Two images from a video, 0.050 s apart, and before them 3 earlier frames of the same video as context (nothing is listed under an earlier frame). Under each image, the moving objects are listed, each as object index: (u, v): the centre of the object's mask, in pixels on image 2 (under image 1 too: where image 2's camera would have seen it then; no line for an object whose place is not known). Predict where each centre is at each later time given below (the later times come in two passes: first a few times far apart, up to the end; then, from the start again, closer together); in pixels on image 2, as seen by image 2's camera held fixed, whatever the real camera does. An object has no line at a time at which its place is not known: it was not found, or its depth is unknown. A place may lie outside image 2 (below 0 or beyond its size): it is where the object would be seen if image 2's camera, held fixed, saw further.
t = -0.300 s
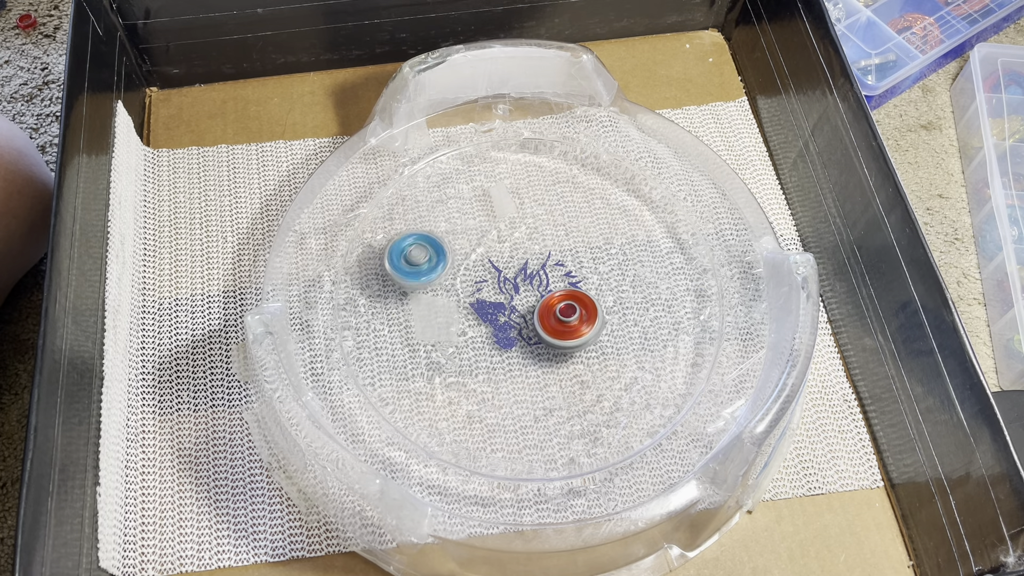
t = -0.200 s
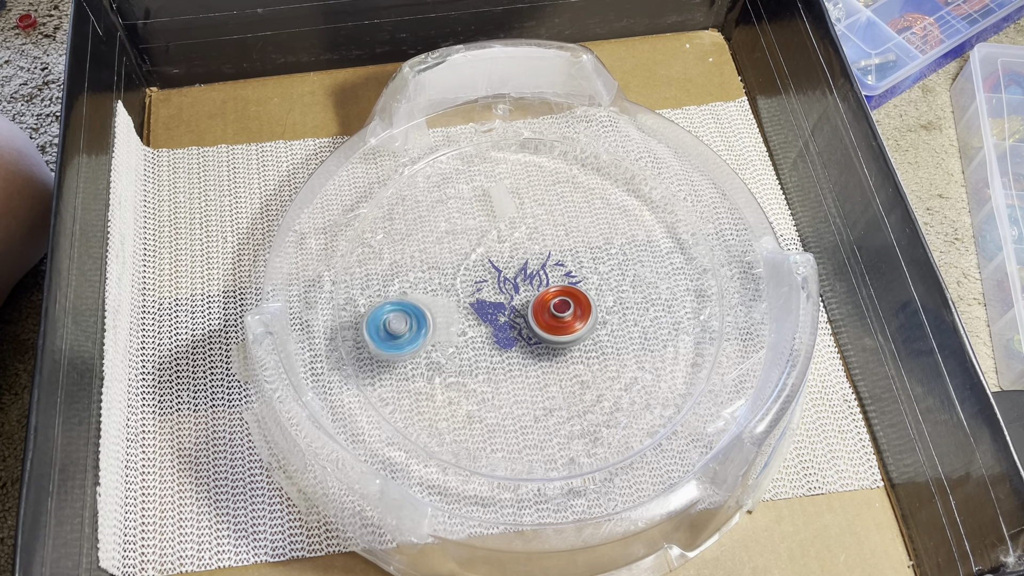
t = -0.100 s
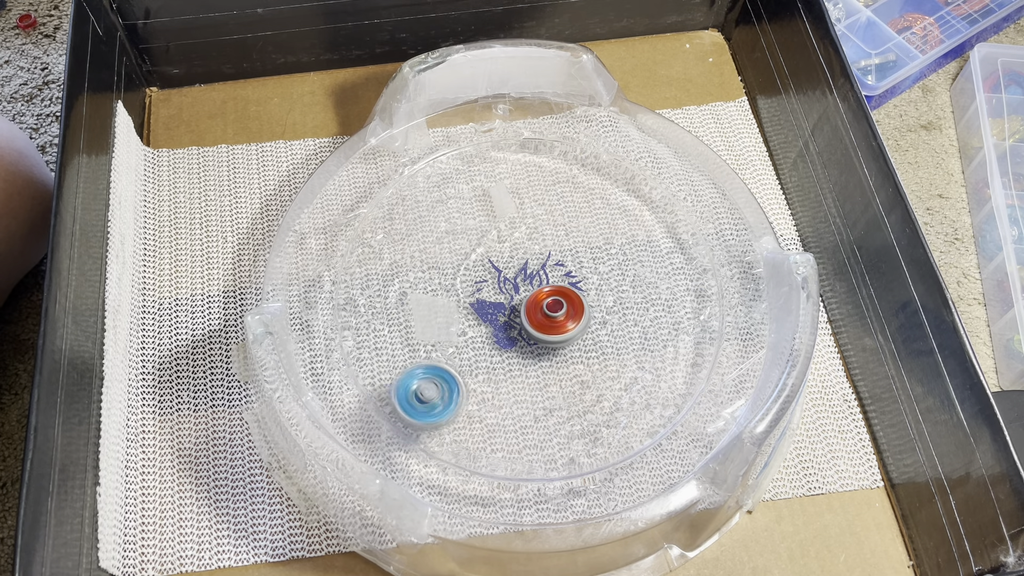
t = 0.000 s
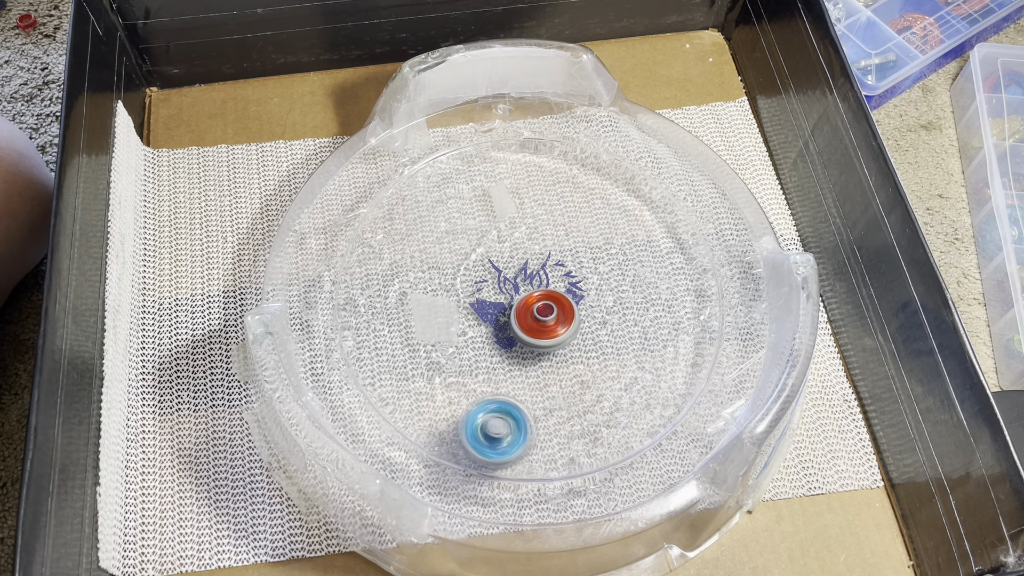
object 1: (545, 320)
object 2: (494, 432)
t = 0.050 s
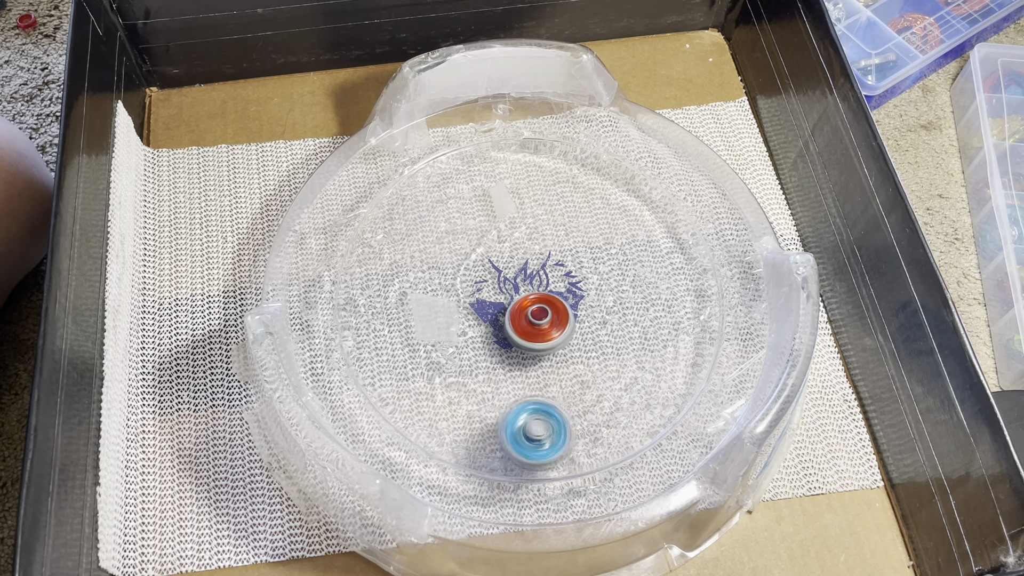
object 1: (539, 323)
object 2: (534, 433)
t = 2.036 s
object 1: (498, 265)
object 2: (537, 383)
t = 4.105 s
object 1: (550, 323)
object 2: (572, 397)
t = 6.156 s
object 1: (495, 265)
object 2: (577, 346)
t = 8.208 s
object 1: (582, 355)
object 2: (522, 319)
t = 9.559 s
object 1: (512, 235)
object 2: (573, 355)
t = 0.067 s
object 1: (538, 324)
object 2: (548, 430)
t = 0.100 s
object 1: (534, 326)
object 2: (573, 423)
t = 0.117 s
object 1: (532, 327)
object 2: (585, 417)
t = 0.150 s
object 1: (530, 330)
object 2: (605, 401)
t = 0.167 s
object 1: (528, 331)
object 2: (615, 393)
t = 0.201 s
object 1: (526, 332)
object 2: (629, 372)
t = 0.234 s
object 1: (523, 333)
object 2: (639, 348)
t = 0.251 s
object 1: (522, 334)
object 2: (640, 336)
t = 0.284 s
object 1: (521, 335)
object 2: (640, 312)
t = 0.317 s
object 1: (519, 334)
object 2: (633, 289)
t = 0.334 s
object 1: (518, 334)
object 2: (628, 278)
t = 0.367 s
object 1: (517, 333)
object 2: (615, 257)
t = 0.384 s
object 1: (517, 333)
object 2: (606, 248)
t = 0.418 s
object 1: (516, 332)
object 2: (587, 231)
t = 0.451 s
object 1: (514, 330)
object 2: (565, 217)
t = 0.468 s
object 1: (514, 330)
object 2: (554, 211)
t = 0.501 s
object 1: (512, 328)
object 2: (529, 204)
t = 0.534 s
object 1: (509, 327)
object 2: (504, 199)
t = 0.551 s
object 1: (508, 326)
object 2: (491, 198)
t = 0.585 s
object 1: (505, 325)
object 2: (467, 201)
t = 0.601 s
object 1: (504, 324)
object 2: (455, 204)
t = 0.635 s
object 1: (502, 323)
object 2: (433, 211)
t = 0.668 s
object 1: (500, 322)
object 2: (413, 224)
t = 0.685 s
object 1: (498, 321)
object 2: (405, 231)
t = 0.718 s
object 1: (496, 319)
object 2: (390, 250)
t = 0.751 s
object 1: (494, 318)
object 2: (380, 270)
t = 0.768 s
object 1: (493, 318)
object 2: (378, 280)
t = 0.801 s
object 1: (491, 316)
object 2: (376, 302)
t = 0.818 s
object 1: (489, 316)
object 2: (376, 314)
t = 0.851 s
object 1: (488, 314)
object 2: (383, 335)
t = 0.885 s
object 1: (486, 312)
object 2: (396, 354)
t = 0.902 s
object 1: (485, 312)
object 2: (404, 363)
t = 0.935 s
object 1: (483, 310)
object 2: (425, 379)
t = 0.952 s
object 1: (482, 309)
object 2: (436, 387)
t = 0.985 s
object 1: (480, 307)
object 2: (462, 396)
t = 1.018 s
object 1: (479, 306)
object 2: (489, 400)
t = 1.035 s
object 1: (478, 305)
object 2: (503, 401)
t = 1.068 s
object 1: (477, 303)
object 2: (530, 398)
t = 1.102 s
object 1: (476, 301)
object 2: (556, 390)
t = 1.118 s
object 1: (476, 301)
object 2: (568, 383)
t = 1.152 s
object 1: (475, 299)
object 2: (589, 368)
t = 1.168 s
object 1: (475, 298)
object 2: (598, 359)
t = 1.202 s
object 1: (474, 297)
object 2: (612, 338)
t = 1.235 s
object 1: (474, 295)
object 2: (622, 317)
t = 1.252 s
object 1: (473, 294)
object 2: (623, 306)
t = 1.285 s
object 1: (473, 293)
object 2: (625, 283)
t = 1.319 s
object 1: (472, 292)
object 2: (620, 260)
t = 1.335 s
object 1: (472, 291)
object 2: (617, 251)
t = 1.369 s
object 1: (472, 290)
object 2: (606, 229)
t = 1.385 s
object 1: (472, 289)
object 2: (599, 221)
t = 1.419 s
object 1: (472, 288)
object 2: (584, 204)
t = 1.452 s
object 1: (472, 287)
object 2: (564, 191)
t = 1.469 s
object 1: (472, 287)
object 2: (554, 186)
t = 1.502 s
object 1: (473, 286)
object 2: (532, 178)
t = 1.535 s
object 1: (474, 285)
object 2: (510, 175)
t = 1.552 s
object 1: (474, 285)
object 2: (499, 175)
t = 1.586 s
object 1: (475, 284)
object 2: (476, 177)
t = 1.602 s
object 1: (476, 284)
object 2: (466, 181)
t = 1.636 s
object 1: (477, 283)
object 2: (445, 190)
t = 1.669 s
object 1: (478, 282)
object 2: (428, 203)
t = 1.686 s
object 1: (479, 282)
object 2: (421, 212)
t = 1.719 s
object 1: (481, 282)
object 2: (410, 231)
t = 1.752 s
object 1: (482, 281)
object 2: (404, 252)
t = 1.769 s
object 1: (483, 281)
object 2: (401, 263)
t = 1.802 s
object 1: (485, 279)
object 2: (402, 286)
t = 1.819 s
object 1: (486, 278)
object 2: (405, 297)
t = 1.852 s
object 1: (487, 277)
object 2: (414, 319)
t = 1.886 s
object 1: (489, 275)
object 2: (429, 339)
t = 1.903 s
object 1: (490, 274)
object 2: (438, 349)
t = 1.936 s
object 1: (492, 272)
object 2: (458, 363)
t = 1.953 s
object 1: (493, 270)
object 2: (470, 369)
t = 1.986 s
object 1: (495, 268)
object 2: (496, 377)
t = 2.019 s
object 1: (497, 266)
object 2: (523, 383)
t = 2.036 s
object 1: (498, 265)
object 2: (537, 383)
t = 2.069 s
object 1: (500, 263)
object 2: (562, 379)
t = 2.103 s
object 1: (503, 262)
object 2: (587, 371)
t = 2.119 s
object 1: (504, 261)
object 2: (598, 365)
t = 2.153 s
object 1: (506, 259)
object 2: (619, 351)
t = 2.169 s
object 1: (507, 258)
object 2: (627, 344)
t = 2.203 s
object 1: (509, 257)
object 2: (641, 326)
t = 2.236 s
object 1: (511, 255)
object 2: (649, 306)
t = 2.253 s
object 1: (512, 255)
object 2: (651, 295)
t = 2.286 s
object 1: (514, 253)
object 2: (652, 275)
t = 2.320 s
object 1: (516, 252)
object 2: (648, 254)
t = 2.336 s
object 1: (517, 251)
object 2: (643, 244)
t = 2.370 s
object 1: (519, 250)
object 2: (633, 227)
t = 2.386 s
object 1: (520, 250)
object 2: (626, 219)
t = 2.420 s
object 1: (522, 249)
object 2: (609, 206)
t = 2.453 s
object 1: (523, 249)
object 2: (589, 195)
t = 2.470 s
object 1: (524, 249)
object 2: (579, 192)
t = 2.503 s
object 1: (526, 249)
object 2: (557, 187)
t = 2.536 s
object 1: (528, 249)
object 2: (534, 187)
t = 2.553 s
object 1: (528, 253)
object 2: (524, 186)
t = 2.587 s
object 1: (528, 259)
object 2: (503, 187)
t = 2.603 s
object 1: (528, 261)
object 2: (492, 190)
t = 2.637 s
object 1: (528, 266)
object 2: (473, 199)
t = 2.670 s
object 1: (529, 270)
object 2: (457, 212)
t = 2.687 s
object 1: (530, 271)
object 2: (449, 220)
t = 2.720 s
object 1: (532, 273)
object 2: (437, 238)
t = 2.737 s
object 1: (533, 274)
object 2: (432, 247)
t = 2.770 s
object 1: (537, 275)
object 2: (426, 268)
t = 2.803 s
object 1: (540, 275)
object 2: (425, 288)
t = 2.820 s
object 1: (542, 275)
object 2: (425, 301)
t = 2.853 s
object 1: (545, 276)
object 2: (431, 320)
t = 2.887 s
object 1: (548, 276)
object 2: (442, 340)
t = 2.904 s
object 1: (549, 277)
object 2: (448, 350)
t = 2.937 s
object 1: (551, 278)
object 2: (465, 366)
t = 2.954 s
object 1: (553, 278)
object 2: (476, 372)
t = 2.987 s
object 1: (555, 279)
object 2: (498, 384)
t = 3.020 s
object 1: (557, 280)
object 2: (521, 389)
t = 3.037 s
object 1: (558, 281)
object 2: (534, 391)
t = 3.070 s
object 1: (560, 282)
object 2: (559, 392)
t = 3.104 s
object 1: (562, 282)
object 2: (582, 387)
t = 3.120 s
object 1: (562, 283)
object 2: (593, 383)
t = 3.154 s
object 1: (564, 283)
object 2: (613, 371)
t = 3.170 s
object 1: (564, 284)
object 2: (622, 365)
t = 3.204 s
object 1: (566, 285)
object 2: (636, 349)
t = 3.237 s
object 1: (567, 286)
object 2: (646, 331)
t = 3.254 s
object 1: (567, 286)
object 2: (649, 321)
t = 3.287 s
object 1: (568, 287)
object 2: (651, 302)
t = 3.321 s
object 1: (569, 288)
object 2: (648, 283)
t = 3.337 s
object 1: (569, 289)
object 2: (644, 273)
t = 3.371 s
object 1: (570, 289)
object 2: (633, 256)
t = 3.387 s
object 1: (570, 290)
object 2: (627, 249)
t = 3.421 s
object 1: (570, 291)
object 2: (612, 234)
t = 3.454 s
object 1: (570, 292)
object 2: (593, 223)
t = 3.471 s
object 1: (570, 293)
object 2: (583, 219)
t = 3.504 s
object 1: (571, 294)
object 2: (562, 213)
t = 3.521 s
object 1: (570, 294)
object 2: (552, 212)
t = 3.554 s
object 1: (570, 296)
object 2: (528, 211)
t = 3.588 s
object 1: (569, 297)
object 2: (507, 215)
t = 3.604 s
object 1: (569, 298)
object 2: (496, 218)
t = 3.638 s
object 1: (569, 299)
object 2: (477, 227)
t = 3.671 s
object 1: (568, 301)
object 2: (460, 240)
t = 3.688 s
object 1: (568, 301)
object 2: (452, 247)
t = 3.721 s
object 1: (567, 303)
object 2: (440, 263)
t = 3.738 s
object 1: (566, 304)
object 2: (435, 272)
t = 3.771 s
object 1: (565, 305)
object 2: (427, 291)
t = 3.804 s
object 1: (564, 307)
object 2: (425, 311)
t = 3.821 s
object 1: (563, 308)
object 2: (427, 320)
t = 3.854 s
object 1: (562, 309)
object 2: (430, 341)
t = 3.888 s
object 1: (561, 311)
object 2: (440, 359)
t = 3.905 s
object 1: (560, 312)
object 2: (446, 367)
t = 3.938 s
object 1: (558, 314)
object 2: (462, 382)
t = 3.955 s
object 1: (558, 315)
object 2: (472, 389)
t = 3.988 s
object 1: (556, 317)
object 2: (493, 398)
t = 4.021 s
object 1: (554, 318)
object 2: (515, 403)
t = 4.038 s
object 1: (553, 319)
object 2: (527, 405)
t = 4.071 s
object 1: (552, 321)
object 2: (549, 403)
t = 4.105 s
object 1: (550, 323)
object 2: (572, 397)
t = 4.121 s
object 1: (549, 324)
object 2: (581, 393)
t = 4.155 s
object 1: (548, 325)
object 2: (599, 381)
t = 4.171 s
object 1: (547, 326)
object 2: (606, 374)
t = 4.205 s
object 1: (545, 327)
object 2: (618, 357)
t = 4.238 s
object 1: (543, 328)
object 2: (626, 337)
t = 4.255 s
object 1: (542, 329)
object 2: (627, 328)
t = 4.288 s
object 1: (541, 330)
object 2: (626, 309)
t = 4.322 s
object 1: (539, 331)
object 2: (620, 290)
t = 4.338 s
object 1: (538, 331)
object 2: (616, 281)
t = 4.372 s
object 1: (536, 332)
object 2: (606, 264)
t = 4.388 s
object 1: (535, 333)
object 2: (599, 257)
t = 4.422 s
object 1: (533, 333)
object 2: (584, 244)
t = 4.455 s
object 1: (532, 334)
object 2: (566, 233)
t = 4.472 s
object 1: (531, 334)
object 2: (555, 229)
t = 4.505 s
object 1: (529, 334)
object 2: (535, 222)
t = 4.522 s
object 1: (528, 334)
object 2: (524, 220)
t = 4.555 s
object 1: (527, 334)
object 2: (503, 219)
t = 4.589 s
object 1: (525, 334)
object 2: (482, 222)
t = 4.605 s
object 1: (524, 333)
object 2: (473, 225)
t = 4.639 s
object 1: (522, 333)
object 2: (454, 233)
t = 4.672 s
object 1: (520, 333)
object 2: (438, 243)
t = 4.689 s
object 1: (519, 333)
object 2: (431, 251)
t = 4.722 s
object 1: (518, 333)
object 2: (420, 265)
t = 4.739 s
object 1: (517, 333)
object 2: (416, 274)
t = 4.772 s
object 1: (515, 332)
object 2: (410, 292)
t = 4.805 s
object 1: (513, 332)
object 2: (409, 310)
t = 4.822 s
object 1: (513, 331)
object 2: (410, 319)
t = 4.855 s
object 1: (511, 331)
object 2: (417, 337)
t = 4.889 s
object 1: (509, 330)
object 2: (428, 353)
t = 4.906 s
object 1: (508, 330)
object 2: (435, 361)
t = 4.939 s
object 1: (507, 328)
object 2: (451, 374)
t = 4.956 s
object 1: (509, 326)
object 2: (458, 382)
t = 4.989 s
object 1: (513, 322)
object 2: (476, 392)
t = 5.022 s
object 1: (516, 320)
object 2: (495, 399)
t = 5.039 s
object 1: (518, 320)
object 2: (506, 401)
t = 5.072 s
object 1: (519, 320)
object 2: (529, 400)
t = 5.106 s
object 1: (520, 322)
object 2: (549, 396)
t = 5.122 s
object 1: (519, 322)
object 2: (559, 392)
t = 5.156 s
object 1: (519, 323)
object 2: (576, 381)
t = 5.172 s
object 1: (518, 324)
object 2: (584, 374)
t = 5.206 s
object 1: (517, 324)
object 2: (597, 359)
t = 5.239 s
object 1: (516, 323)
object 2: (605, 341)
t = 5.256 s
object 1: (515, 322)
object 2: (608, 332)
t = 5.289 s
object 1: (514, 320)
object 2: (608, 314)
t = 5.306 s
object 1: (514, 319)
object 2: (607, 304)
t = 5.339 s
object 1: (513, 316)
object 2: (603, 287)
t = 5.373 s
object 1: (512, 313)
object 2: (595, 269)
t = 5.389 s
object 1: (511, 312)
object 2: (589, 261)
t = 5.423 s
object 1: (510, 308)
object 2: (576, 247)
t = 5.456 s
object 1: (509, 305)
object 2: (560, 236)
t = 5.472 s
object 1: (508, 304)
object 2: (551, 230)
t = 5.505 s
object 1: (507, 300)
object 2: (533, 223)
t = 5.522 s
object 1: (507, 299)
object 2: (523, 220)
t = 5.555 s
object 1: (505, 296)
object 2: (504, 217)
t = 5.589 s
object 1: (504, 294)
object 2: (484, 217)
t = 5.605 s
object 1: (503, 292)
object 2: (474, 219)
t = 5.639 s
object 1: (502, 290)
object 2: (457, 225)
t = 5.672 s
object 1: (501, 287)
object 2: (440, 234)
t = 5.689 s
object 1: (501, 286)
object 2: (433, 240)
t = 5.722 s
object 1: (500, 283)
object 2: (422, 253)
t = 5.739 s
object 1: (500, 282)
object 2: (417, 261)
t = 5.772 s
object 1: (499, 280)
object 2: (411, 277)
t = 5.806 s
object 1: (499, 278)
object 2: (411, 294)
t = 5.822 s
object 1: (498, 277)
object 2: (412, 303)
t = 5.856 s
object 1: (498, 275)
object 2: (417, 321)
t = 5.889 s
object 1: (497, 273)
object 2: (427, 337)
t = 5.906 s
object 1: (496, 272)
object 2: (433, 345)
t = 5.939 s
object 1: (496, 270)
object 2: (450, 357)
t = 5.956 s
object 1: (495, 270)
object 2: (459, 362)
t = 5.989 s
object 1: (495, 269)
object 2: (480, 368)
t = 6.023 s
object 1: (495, 267)
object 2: (501, 372)
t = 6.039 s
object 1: (494, 267)
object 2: (512, 371)
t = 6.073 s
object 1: (494, 266)
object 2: (532, 369)
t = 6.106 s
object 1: (494, 266)
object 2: (552, 362)
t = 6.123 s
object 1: (494, 266)
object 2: (561, 357)
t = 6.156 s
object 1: (495, 265)
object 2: (577, 346)
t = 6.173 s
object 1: (495, 265)
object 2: (584, 339)
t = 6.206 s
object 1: (495, 265)
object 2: (595, 324)
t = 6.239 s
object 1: (496, 265)
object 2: (603, 308)
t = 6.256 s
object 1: (496, 265)
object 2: (605, 299)
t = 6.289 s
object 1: (497, 265)
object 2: (606, 282)
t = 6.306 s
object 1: (497, 265)
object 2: (605, 273)
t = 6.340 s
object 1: (498, 265)
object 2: (600, 257)
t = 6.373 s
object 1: (499, 266)
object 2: (592, 242)
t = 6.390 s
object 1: (500, 266)
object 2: (588, 234)
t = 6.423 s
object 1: (501, 266)
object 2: (574, 222)
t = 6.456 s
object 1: (502, 266)
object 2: (559, 211)
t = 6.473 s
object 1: (503, 266)
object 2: (551, 208)
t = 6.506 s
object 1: (504, 266)
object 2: (534, 203)
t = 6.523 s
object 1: (505, 267)
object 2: (524, 202)
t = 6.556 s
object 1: (506, 267)
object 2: (507, 202)
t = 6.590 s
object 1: (508, 268)
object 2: (490, 206)
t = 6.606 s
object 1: (509, 269)
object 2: (482, 208)
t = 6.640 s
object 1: (512, 272)
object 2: (466, 216)
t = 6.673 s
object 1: (514, 274)
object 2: (453, 227)
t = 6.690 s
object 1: (515, 274)
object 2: (448, 233)
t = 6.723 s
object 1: (518, 275)
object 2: (439, 247)
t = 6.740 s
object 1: (519, 276)
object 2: (435, 255)
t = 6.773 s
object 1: (522, 276)
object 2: (432, 272)
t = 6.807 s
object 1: (526, 277)
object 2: (434, 289)
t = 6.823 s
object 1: (528, 277)
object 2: (436, 298)
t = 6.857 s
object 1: (531, 277)
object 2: (443, 315)
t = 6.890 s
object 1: (534, 277)
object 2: (456, 330)
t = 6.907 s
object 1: (536, 277)
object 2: (463, 337)
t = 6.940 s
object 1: (539, 277)
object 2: (479, 348)
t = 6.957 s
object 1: (540, 277)
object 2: (488, 352)
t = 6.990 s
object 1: (543, 277)
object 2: (509, 358)
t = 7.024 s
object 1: (546, 277)
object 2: (530, 359)
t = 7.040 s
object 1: (547, 277)
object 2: (539, 359)
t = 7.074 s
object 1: (549, 277)
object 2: (559, 357)
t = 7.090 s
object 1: (550, 277)
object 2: (568, 353)
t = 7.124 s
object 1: (552, 277)
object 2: (584, 346)
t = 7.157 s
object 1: (553, 277)
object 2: (598, 335)
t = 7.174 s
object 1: (554, 277)
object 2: (605, 328)
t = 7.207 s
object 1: (556, 277)
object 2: (615, 315)
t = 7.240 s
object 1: (551, 274)
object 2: (626, 303)
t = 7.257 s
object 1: (546, 270)
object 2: (632, 297)
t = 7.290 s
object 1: (537, 263)
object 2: (639, 285)
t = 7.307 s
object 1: (533, 260)
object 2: (640, 278)
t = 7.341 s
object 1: (527, 255)
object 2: (640, 263)
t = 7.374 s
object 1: (523, 253)
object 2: (636, 249)
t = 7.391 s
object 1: (521, 252)
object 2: (632, 242)
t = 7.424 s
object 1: (519, 254)
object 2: (622, 230)
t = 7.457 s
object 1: (519, 256)
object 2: (609, 221)
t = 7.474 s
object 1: (519, 258)
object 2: (601, 218)
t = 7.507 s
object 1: (519, 262)
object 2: (585, 213)
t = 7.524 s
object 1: (519, 263)
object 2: (577, 211)
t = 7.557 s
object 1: (520, 267)
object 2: (559, 212)
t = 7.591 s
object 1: (518, 274)
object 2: (546, 212)
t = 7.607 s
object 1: (513, 285)
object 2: (542, 206)
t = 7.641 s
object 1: (505, 303)
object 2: (536, 200)
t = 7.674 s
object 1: (498, 318)
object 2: (527, 199)
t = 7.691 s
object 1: (496, 325)
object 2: (522, 200)
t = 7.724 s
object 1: (493, 335)
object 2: (508, 202)
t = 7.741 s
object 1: (493, 340)
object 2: (502, 205)
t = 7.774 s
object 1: (496, 346)
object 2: (490, 213)
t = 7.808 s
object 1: (503, 350)
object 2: (482, 223)
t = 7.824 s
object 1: (508, 351)
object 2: (478, 229)
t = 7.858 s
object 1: (519, 352)
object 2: (473, 243)
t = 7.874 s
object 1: (524, 352)
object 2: (472, 251)
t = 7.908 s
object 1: (532, 350)
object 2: (472, 267)
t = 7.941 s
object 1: (537, 347)
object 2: (475, 283)
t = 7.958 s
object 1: (539, 345)
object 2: (476, 290)
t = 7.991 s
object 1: (542, 345)
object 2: (486, 302)
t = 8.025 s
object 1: (557, 354)
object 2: (485, 302)
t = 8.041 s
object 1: (562, 357)
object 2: (486, 303)
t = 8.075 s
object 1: (572, 361)
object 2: (489, 306)
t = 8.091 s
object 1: (575, 362)
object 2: (492, 309)
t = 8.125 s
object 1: (579, 362)
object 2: (499, 313)
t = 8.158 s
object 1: (581, 360)
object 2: (508, 317)
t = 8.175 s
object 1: (581, 358)
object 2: (514, 318)
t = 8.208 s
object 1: (582, 355)
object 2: (522, 319)
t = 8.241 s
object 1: (588, 358)
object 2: (531, 316)
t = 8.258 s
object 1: (592, 359)
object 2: (535, 314)
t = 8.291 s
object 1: (596, 361)
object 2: (542, 310)
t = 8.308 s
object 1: (597, 360)
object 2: (547, 307)
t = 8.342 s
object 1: (596, 356)
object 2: (554, 300)
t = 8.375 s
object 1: (596, 349)
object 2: (559, 293)
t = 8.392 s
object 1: (596, 344)
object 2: (562, 288)
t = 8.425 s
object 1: (600, 341)
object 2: (562, 276)
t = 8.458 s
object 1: (606, 348)
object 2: (559, 257)
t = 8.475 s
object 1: (608, 350)
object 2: (556, 249)
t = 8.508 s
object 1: (607, 352)
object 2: (550, 238)
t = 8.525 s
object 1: (606, 351)
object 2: (545, 234)
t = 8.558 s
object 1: (603, 347)
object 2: (534, 226)
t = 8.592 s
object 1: (601, 341)
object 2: (521, 223)
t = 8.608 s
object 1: (600, 338)
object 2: (516, 222)
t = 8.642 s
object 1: (600, 331)
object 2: (504, 223)
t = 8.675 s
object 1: (600, 324)
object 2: (493, 227)
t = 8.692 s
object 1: (600, 320)
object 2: (487, 229)
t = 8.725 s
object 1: (600, 313)
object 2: (479, 236)
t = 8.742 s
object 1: (600, 309)
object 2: (474, 242)
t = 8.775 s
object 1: (598, 305)
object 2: (469, 253)
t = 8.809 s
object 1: (595, 302)
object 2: (466, 265)
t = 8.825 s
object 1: (593, 301)
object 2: (468, 271)
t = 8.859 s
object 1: (589, 300)
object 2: (468, 284)
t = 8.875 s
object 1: (586, 300)
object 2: (471, 291)
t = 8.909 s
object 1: (580, 300)
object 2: (476, 303)
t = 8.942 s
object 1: (573, 300)
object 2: (486, 313)
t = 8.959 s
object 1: (569, 300)
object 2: (491, 318)
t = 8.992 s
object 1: (571, 299)
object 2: (492, 325)
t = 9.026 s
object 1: (574, 299)
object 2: (493, 333)
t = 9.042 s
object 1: (575, 299)
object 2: (495, 337)
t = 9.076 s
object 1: (574, 300)
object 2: (500, 344)
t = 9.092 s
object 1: (572, 300)
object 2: (504, 347)
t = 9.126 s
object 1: (566, 299)
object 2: (513, 352)
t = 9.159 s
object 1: (562, 295)
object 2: (520, 359)
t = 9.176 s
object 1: (568, 283)
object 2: (516, 369)
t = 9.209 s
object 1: (578, 262)
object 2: (513, 384)
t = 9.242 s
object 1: (582, 243)
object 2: (516, 394)
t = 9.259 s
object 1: (583, 236)
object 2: (519, 397)
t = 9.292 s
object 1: (580, 224)
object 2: (527, 403)
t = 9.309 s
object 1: (578, 221)
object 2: (532, 404)
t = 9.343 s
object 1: (571, 216)
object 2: (542, 406)
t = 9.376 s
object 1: (563, 215)
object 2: (552, 404)
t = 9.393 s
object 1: (559, 215)
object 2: (557, 403)
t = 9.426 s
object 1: (549, 217)
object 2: (566, 396)
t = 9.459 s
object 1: (540, 220)
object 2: (572, 388)
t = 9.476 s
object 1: (536, 222)
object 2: (574, 385)
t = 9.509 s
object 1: (526, 227)
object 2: (576, 374)
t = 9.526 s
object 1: (520, 230)
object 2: (575, 367)
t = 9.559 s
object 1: (512, 235)
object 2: (573, 355)
